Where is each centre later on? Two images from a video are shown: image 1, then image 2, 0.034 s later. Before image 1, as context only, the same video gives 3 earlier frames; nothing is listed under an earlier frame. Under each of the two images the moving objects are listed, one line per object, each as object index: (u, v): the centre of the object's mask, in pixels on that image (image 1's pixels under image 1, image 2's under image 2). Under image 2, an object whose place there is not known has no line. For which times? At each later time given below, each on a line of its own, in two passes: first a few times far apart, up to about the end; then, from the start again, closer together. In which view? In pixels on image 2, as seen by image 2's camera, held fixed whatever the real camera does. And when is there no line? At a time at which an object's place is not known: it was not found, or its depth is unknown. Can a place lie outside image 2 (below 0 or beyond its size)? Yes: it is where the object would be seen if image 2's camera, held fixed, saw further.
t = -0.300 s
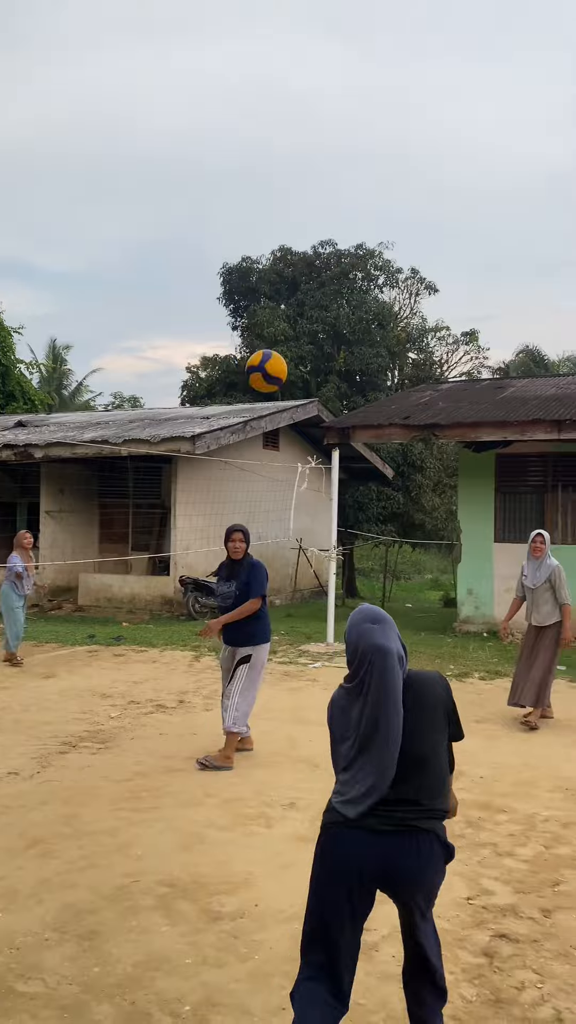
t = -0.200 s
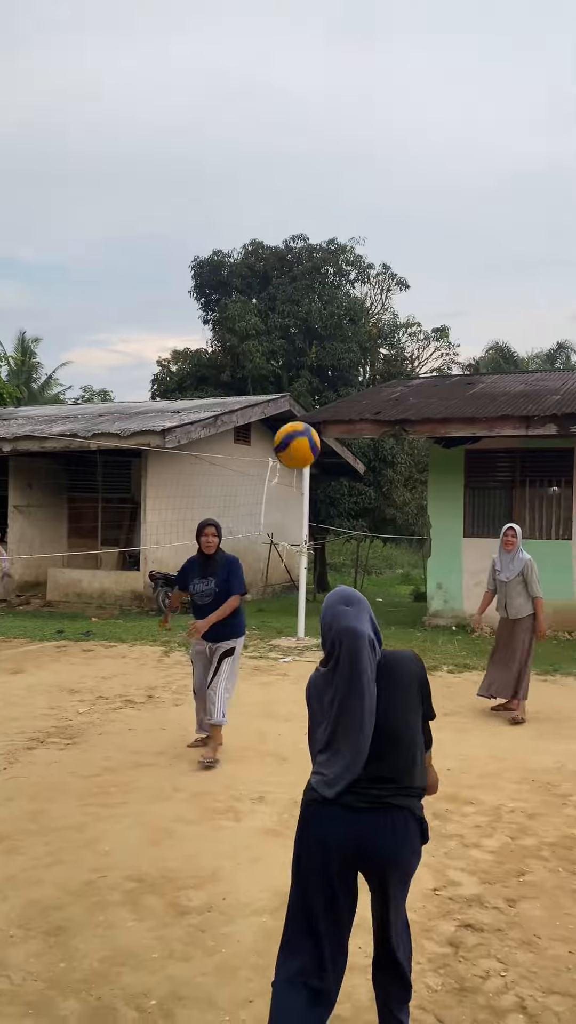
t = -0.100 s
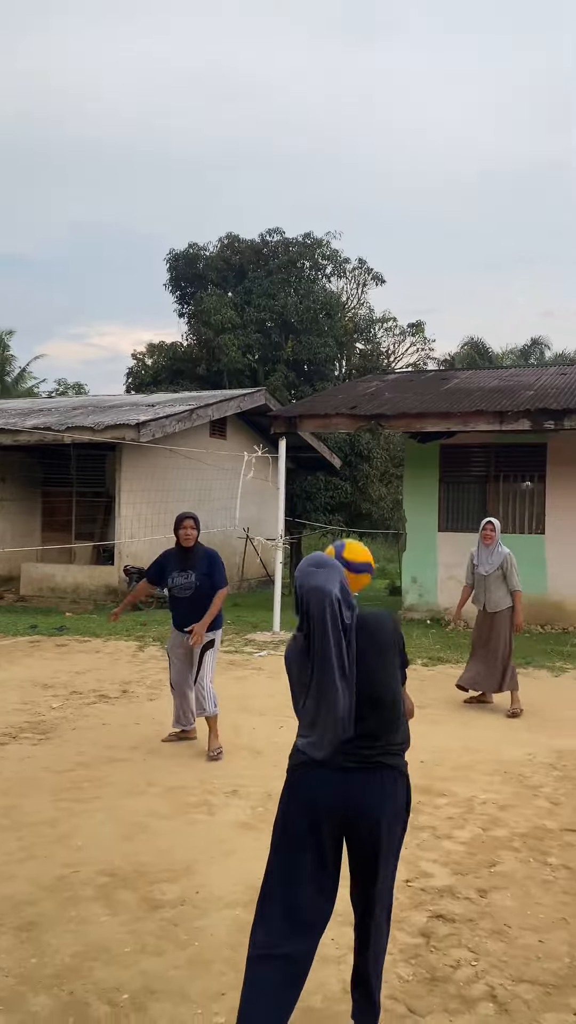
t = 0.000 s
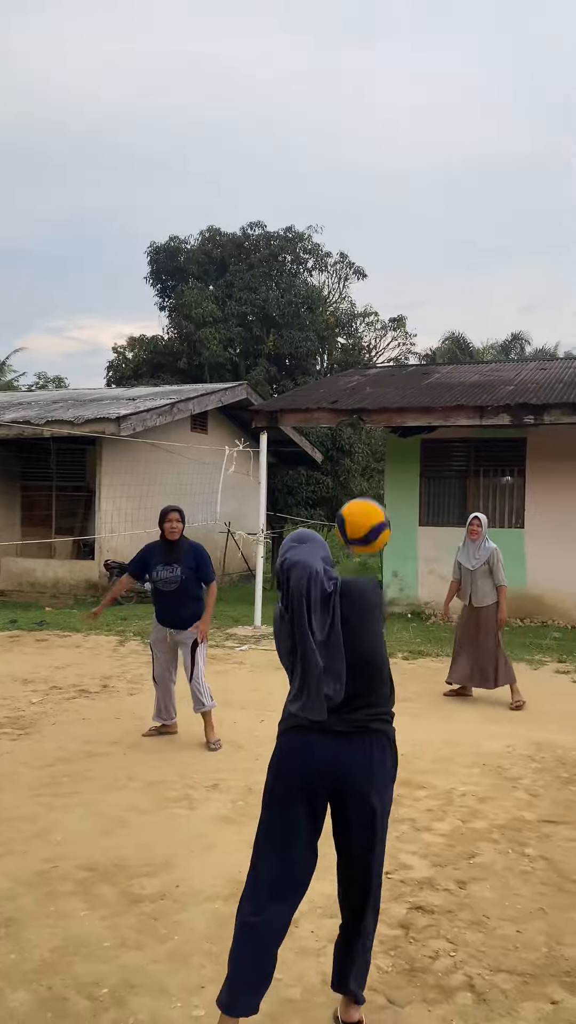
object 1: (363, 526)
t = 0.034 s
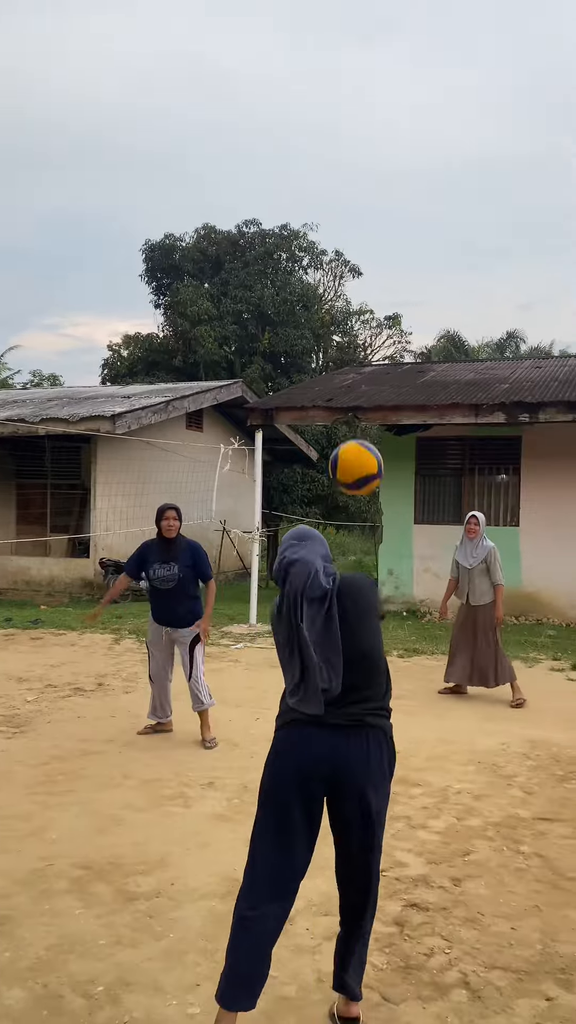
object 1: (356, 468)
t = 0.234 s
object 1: (346, 213)
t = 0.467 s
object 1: (335, 79)
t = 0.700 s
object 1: (325, 71)
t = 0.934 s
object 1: (314, 161)
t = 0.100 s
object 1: (352, 366)
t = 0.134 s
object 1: (351, 322)
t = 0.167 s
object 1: (349, 282)
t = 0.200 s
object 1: (348, 246)
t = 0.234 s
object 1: (346, 213)
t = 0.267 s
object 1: (344, 185)
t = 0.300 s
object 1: (343, 160)
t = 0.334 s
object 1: (341, 138)
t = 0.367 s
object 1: (340, 119)
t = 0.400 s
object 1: (338, 103)
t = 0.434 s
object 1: (337, 89)
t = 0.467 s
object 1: (335, 79)
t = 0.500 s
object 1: (334, 71)
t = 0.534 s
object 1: (332, 65)
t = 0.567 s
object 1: (331, 62)
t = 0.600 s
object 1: (329, 61)
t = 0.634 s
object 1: (328, 62)
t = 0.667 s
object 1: (326, 65)
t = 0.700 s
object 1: (325, 71)
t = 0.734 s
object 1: (323, 78)
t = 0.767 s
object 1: (322, 87)
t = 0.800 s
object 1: (320, 99)
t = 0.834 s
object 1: (319, 112)
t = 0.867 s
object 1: (317, 126)
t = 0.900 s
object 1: (316, 143)
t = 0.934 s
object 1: (314, 161)
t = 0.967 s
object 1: (313, 180)
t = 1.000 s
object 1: (311, 201)
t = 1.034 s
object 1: (310, 224)
